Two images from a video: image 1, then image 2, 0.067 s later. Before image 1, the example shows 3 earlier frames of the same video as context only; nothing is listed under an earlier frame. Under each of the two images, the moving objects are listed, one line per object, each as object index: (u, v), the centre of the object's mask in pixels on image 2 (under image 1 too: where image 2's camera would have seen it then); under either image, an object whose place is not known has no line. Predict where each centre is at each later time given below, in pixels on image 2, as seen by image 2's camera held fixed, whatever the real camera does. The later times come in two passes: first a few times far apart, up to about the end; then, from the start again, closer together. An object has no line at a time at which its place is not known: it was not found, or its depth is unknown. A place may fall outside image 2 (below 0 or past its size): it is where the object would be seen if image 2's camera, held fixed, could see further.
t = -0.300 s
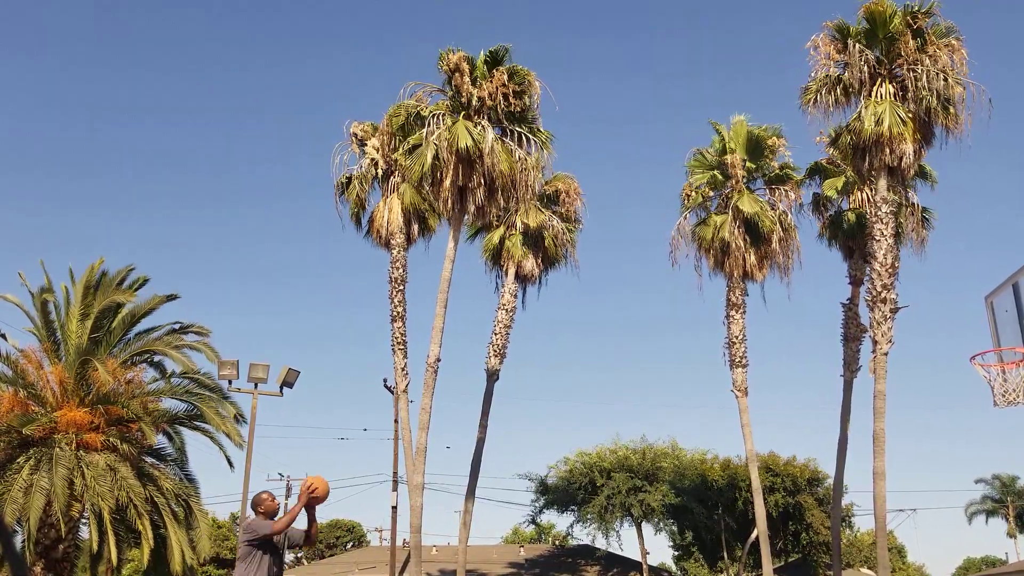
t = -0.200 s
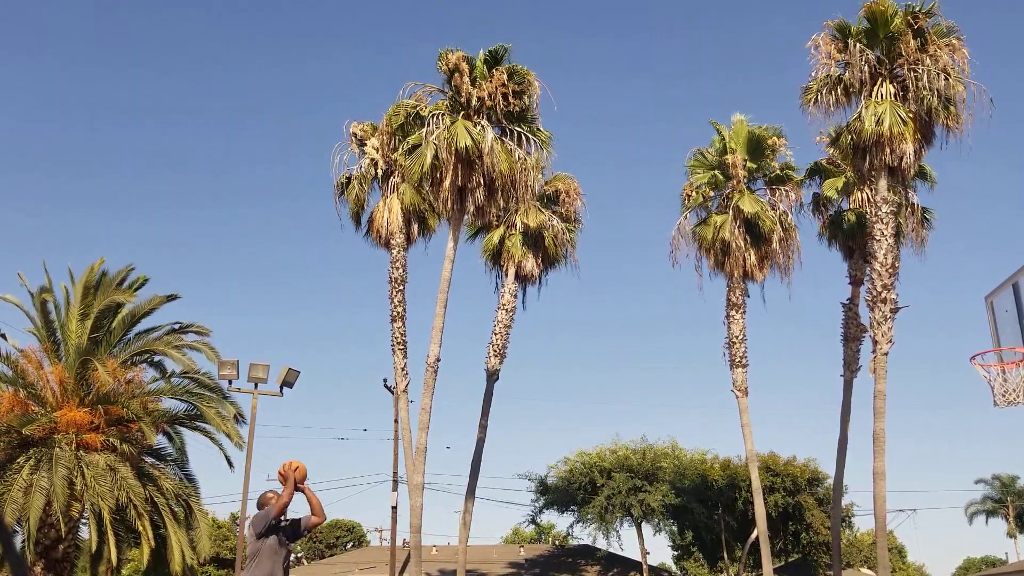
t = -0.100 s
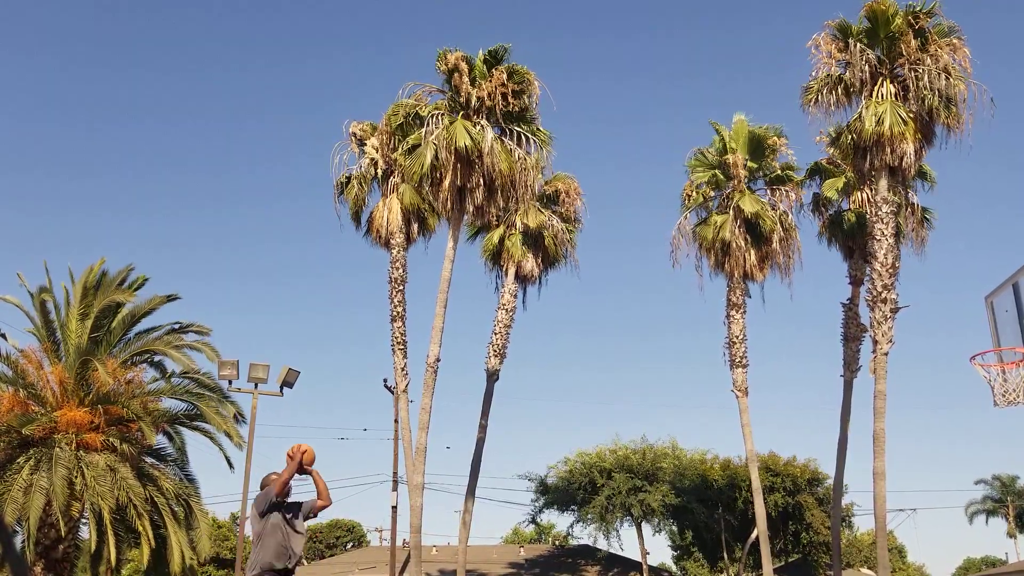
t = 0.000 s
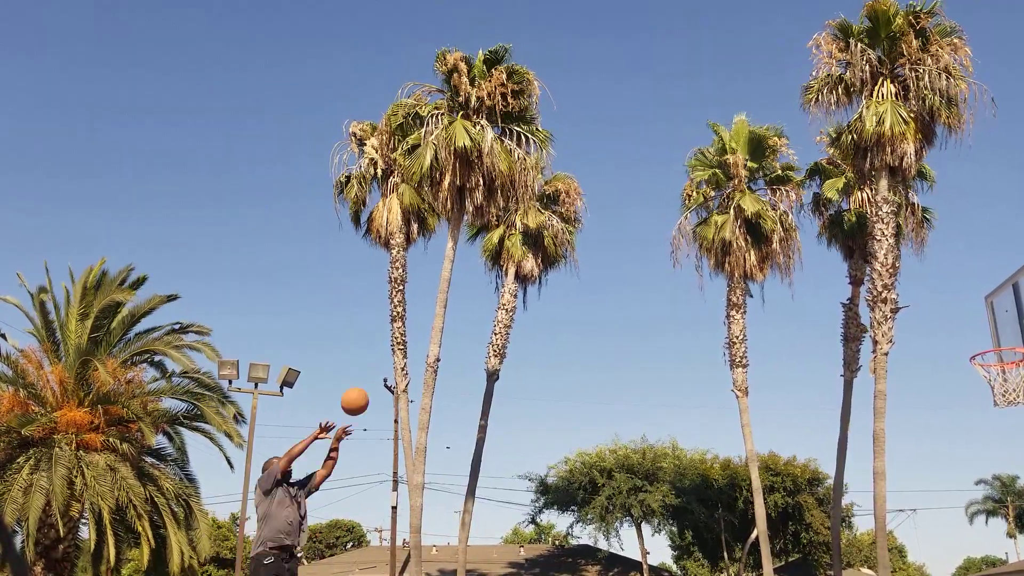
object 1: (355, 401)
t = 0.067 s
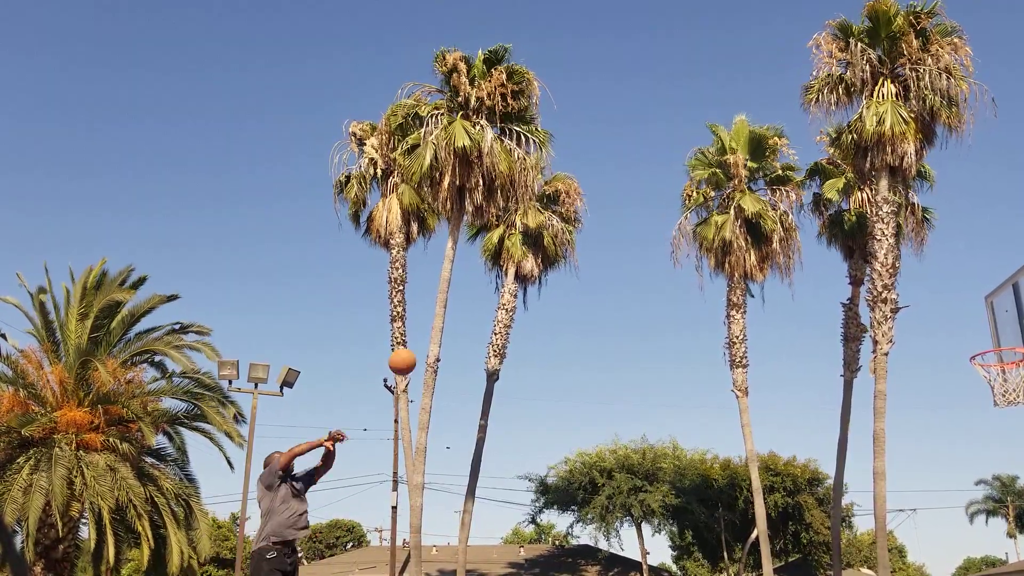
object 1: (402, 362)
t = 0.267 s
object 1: (536, 278)
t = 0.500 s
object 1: (684, 236)
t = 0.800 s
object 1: (880, 264)
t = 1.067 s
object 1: (1011, 334)
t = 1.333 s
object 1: (906, 318)
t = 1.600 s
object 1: (813, 381)
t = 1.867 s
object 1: (730, 527)
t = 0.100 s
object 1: (426, 344)
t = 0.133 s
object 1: (449, 328)
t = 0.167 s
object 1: (471, 313)
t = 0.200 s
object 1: (492, 300)
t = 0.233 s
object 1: (515, 288)
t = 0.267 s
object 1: (536, 278)
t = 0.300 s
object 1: (558, 268)
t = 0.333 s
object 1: (579, 260)
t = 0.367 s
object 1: (600, 253)
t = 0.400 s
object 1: (621, 247)
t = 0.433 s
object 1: (642, 242)
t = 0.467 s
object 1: (663, 239)
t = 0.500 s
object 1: (684, 236)
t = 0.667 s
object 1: (791, 241)
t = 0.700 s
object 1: (813, 245)
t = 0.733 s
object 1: (835, 250)
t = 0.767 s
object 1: (857, 256)
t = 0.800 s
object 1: (880, 264)
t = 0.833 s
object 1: (903, 273)
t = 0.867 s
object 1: (926, 282)
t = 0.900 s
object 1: (949, 294)
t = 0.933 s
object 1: (972, 306)
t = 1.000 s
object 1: (1015, 334)
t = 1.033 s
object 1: (1018, 340)
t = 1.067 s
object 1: (1011, 334)
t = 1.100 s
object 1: (998, 328)
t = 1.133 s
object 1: (984, 323)
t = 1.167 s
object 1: (971, 319)
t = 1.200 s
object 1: (957, 316)
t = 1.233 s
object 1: (944, 315)
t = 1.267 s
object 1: (931, 315)
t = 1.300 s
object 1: (918, 316)
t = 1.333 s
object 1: (906, 318)
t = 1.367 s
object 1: (894, 321)
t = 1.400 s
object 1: (882, 327)
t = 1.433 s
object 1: (869, 332)
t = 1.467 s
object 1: (858, 339)
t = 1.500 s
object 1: (846, 347)
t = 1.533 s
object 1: (835, 357)
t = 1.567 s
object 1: (824, 369)
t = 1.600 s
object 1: (813, 381)
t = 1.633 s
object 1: (803, 394)
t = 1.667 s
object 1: (792, 408)
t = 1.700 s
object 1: (781, 425)
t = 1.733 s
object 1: (771, 442)
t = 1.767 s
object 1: (761, 462)
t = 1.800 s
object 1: (751, 482)
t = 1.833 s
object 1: (740, 503)
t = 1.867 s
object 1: (730, 527)
